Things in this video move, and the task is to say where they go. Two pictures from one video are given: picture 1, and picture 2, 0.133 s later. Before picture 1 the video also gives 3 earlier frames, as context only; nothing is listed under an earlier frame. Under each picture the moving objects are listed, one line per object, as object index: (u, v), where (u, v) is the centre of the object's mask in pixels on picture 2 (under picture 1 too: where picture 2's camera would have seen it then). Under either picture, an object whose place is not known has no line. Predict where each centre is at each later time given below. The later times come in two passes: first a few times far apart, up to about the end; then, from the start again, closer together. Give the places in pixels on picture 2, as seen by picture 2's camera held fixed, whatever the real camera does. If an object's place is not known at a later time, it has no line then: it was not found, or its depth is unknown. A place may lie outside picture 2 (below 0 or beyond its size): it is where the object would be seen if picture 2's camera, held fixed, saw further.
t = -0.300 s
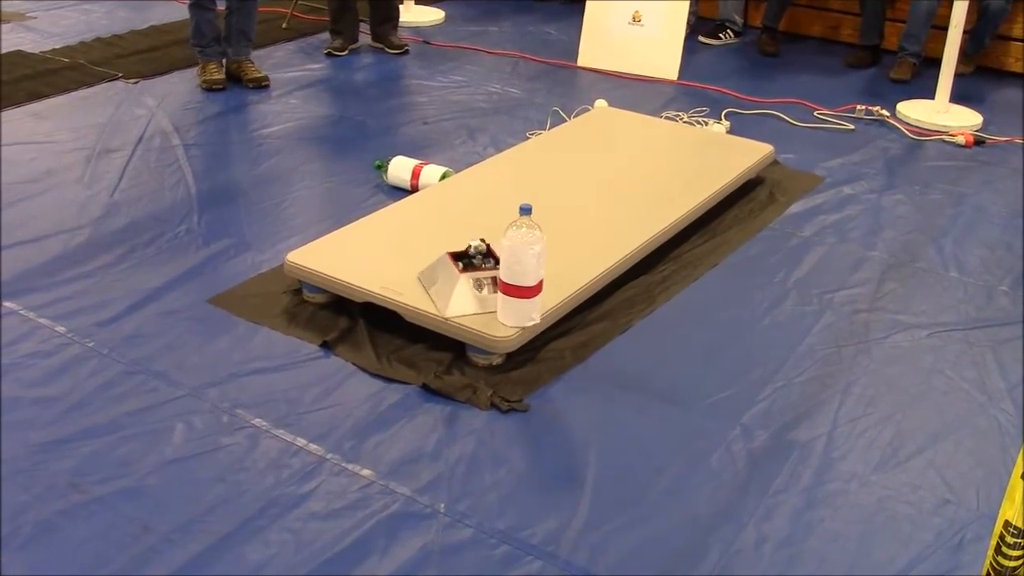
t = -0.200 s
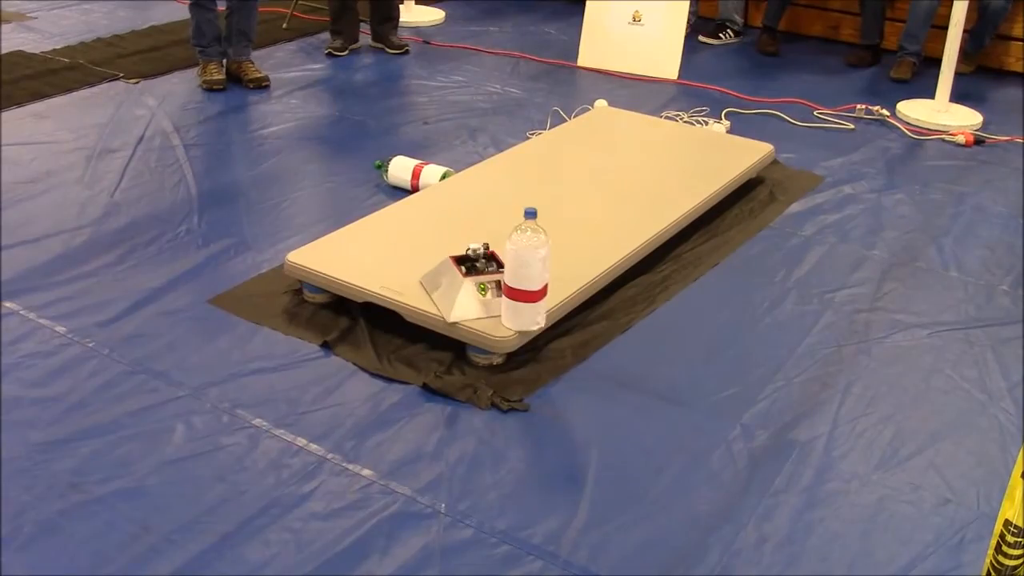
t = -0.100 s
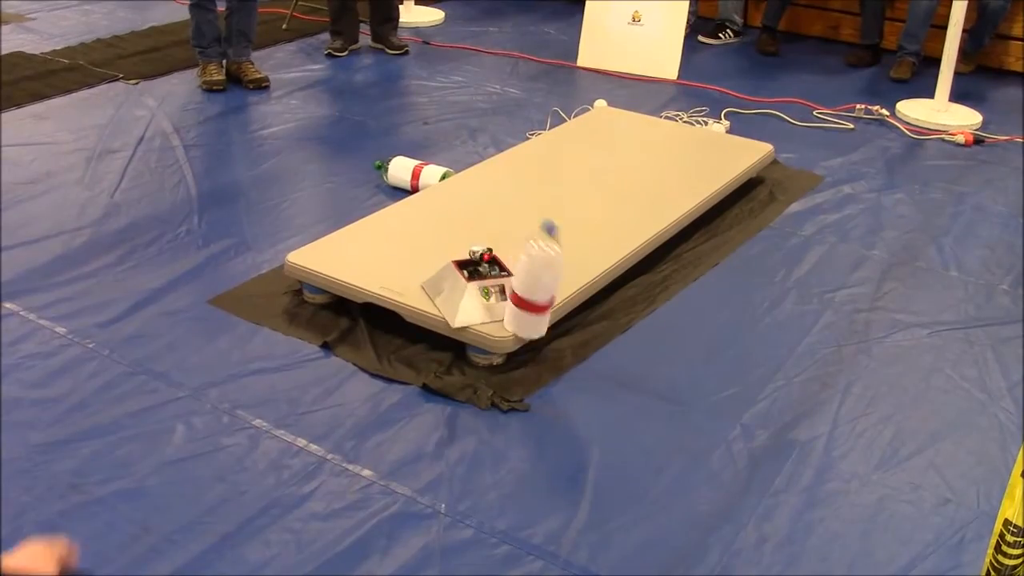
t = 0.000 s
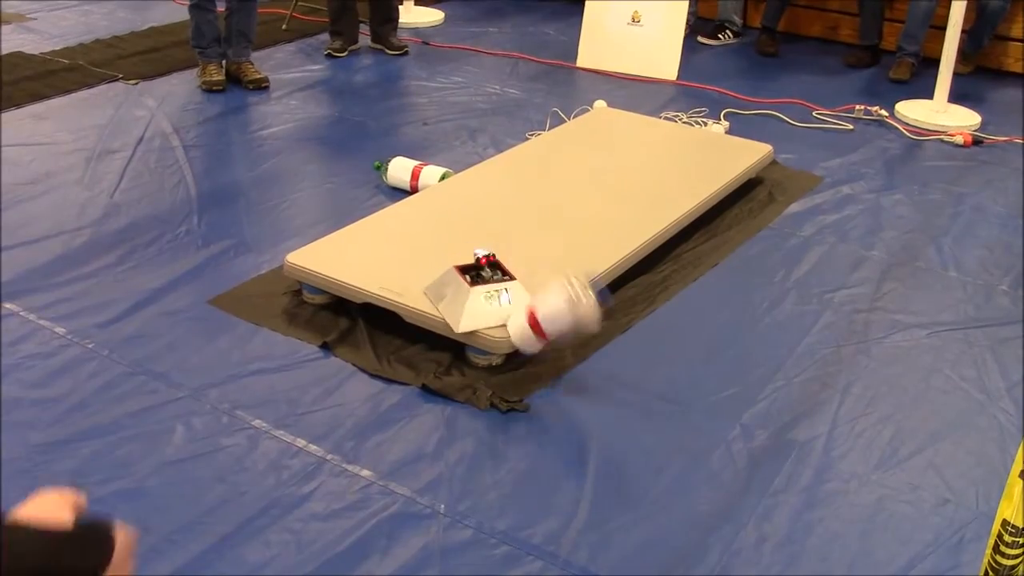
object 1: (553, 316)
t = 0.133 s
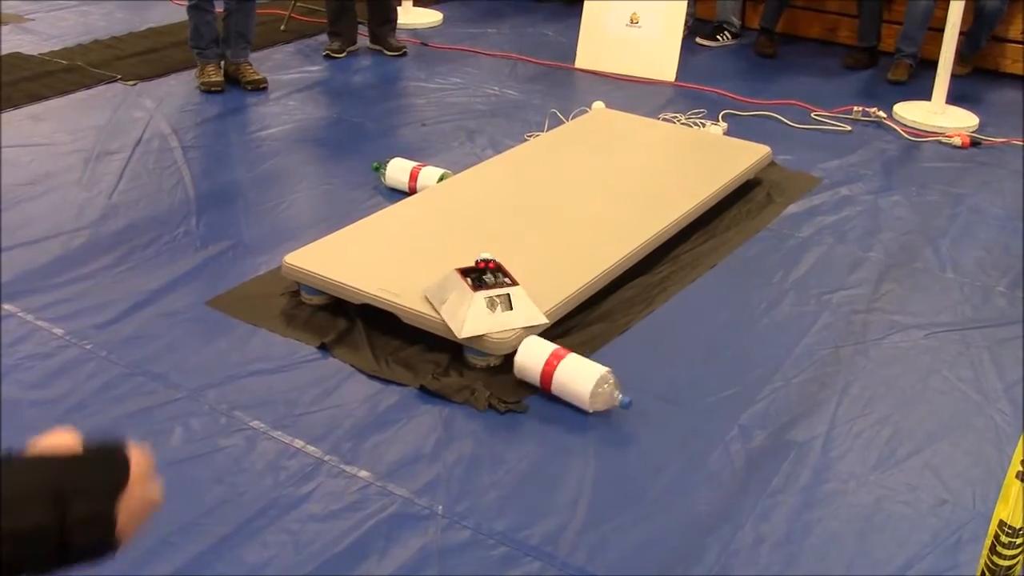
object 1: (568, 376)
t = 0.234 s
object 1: (575, 382)
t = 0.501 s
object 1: (578, 381)
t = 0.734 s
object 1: (577, 381)
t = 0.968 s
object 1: (575, 383)
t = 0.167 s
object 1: (570, 379)
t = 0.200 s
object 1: (573, 381)
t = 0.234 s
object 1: (575, 382)
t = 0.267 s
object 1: (575, 382)
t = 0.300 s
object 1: (575, 383)
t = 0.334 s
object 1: (575, 383)
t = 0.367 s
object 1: (576, 382)
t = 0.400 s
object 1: (576, 382)
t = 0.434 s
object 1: (577, 382)
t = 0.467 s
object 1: (578, 381)
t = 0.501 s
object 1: (578, 381)
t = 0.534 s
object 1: (578, 381)
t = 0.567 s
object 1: (578, 381)
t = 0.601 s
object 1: (578, 381)
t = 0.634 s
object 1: (577, 381)
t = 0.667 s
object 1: (577, 381)
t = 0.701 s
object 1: (577, 381)
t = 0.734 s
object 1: (577, 381)
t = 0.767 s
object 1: (576, 382)
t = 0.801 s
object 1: (576, 383)
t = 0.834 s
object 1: (575, 383)
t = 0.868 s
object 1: (575, 382)
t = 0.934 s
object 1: (575, 383)
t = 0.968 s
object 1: (575, 383)
